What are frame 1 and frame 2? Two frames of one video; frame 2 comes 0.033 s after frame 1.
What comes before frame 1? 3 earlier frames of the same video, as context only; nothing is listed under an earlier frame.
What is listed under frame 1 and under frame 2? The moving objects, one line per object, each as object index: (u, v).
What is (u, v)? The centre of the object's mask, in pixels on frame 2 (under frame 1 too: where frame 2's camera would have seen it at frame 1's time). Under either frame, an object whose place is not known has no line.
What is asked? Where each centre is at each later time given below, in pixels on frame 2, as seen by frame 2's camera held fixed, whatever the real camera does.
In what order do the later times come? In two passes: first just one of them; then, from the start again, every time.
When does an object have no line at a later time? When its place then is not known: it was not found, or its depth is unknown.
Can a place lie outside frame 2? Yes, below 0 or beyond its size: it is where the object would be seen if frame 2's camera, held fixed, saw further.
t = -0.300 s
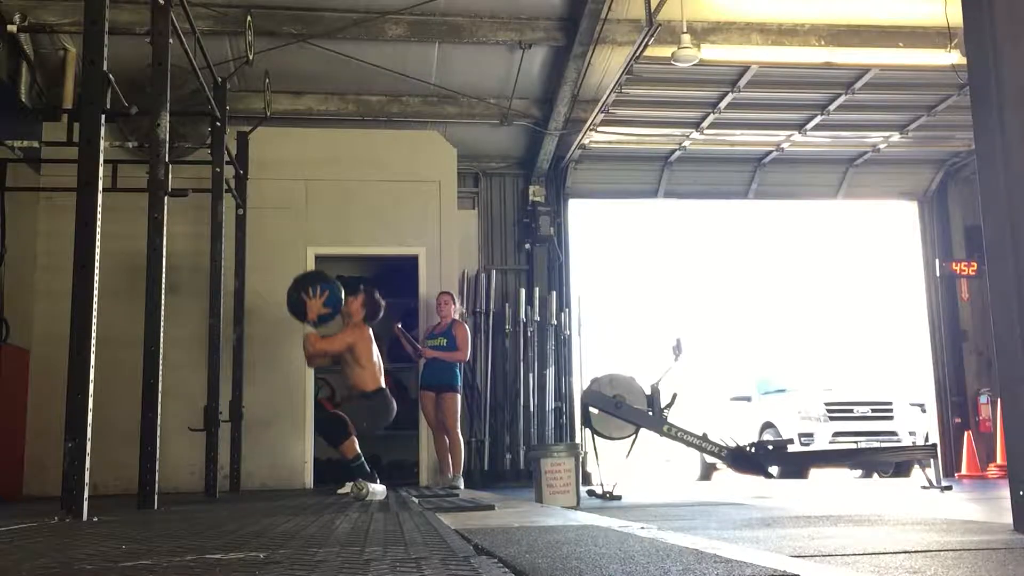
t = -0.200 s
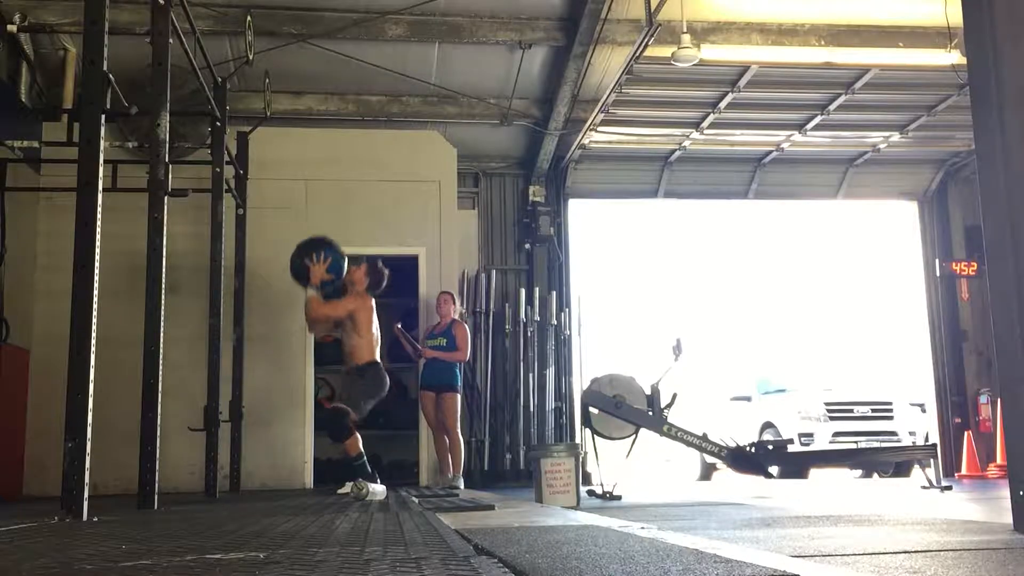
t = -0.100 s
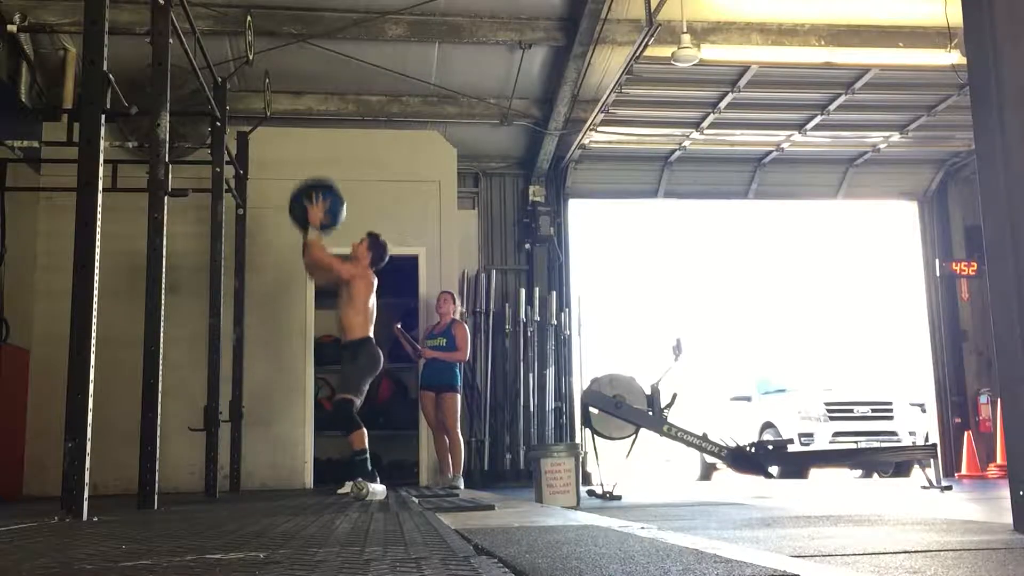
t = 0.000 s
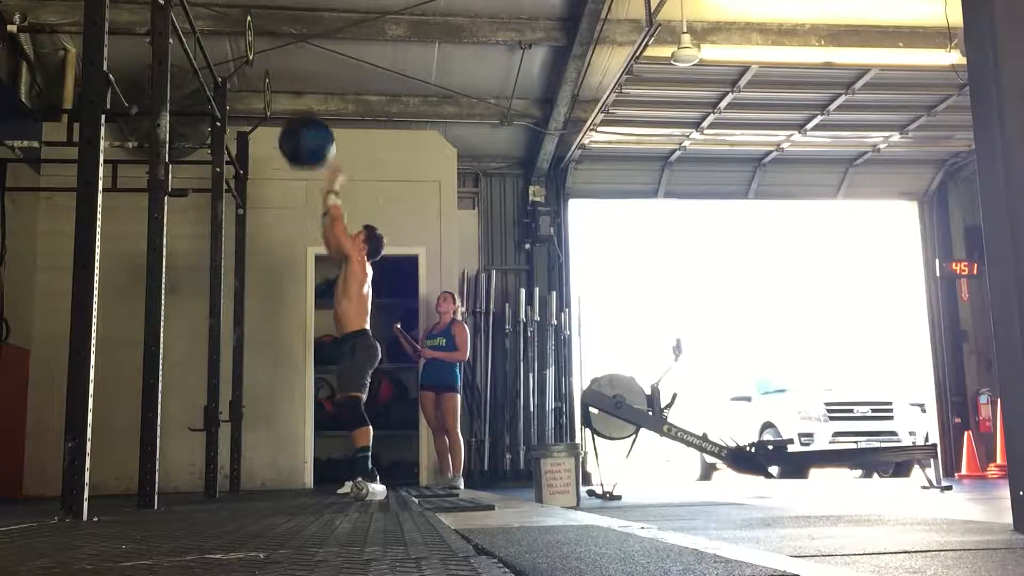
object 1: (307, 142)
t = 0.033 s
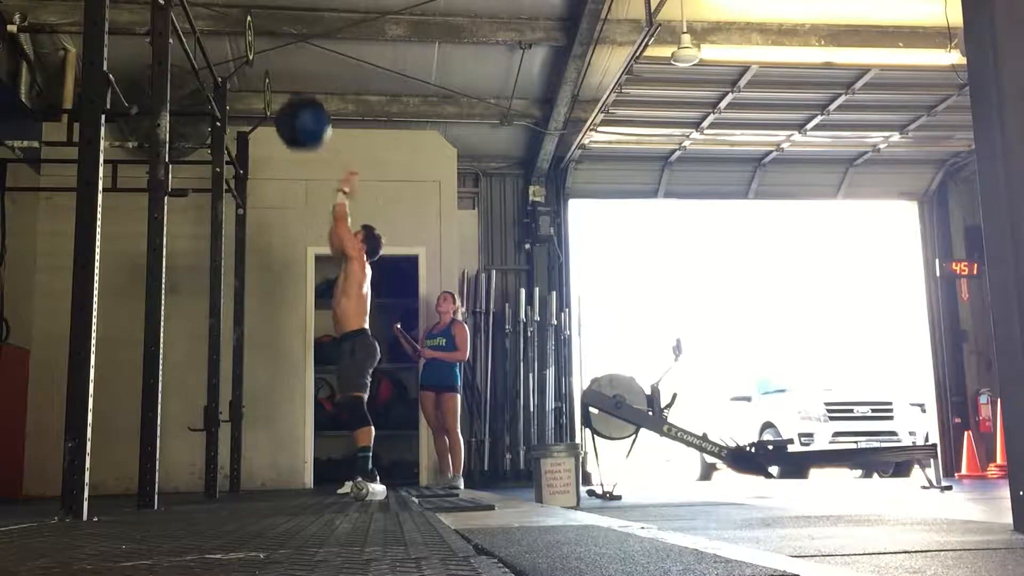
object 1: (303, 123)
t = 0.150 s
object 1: (291, 70)
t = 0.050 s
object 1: (301, 114)
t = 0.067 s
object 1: (300, 106)
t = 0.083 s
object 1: (298, 98)
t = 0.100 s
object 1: (297, 90)
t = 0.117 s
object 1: (295, 83)
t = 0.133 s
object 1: (293, 77)
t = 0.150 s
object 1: (291, 70)
